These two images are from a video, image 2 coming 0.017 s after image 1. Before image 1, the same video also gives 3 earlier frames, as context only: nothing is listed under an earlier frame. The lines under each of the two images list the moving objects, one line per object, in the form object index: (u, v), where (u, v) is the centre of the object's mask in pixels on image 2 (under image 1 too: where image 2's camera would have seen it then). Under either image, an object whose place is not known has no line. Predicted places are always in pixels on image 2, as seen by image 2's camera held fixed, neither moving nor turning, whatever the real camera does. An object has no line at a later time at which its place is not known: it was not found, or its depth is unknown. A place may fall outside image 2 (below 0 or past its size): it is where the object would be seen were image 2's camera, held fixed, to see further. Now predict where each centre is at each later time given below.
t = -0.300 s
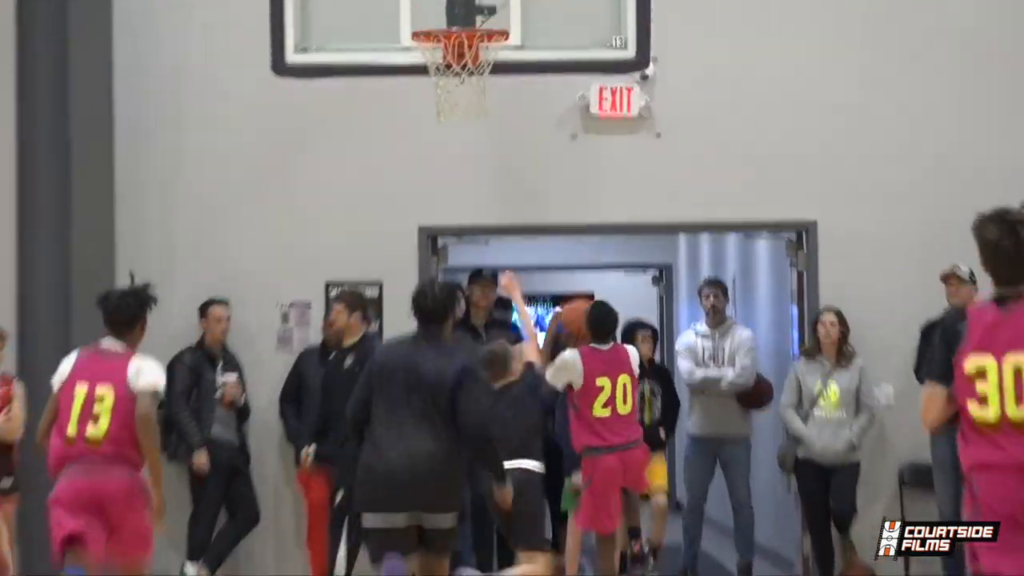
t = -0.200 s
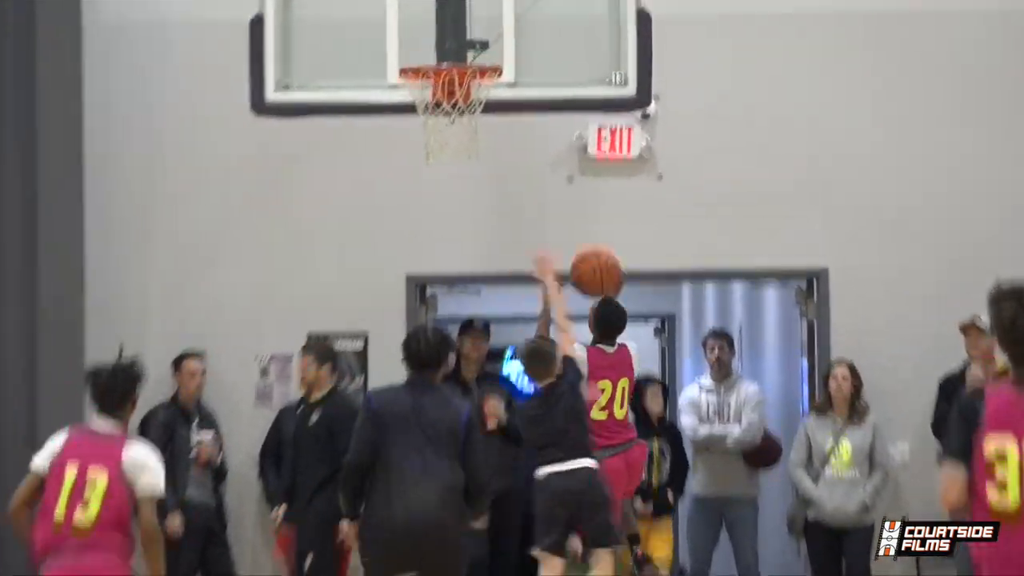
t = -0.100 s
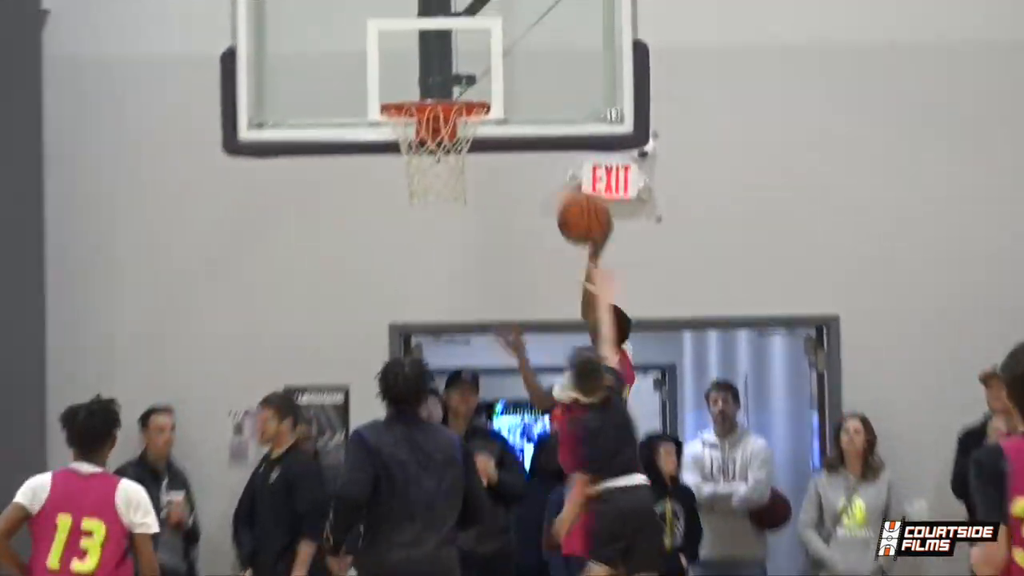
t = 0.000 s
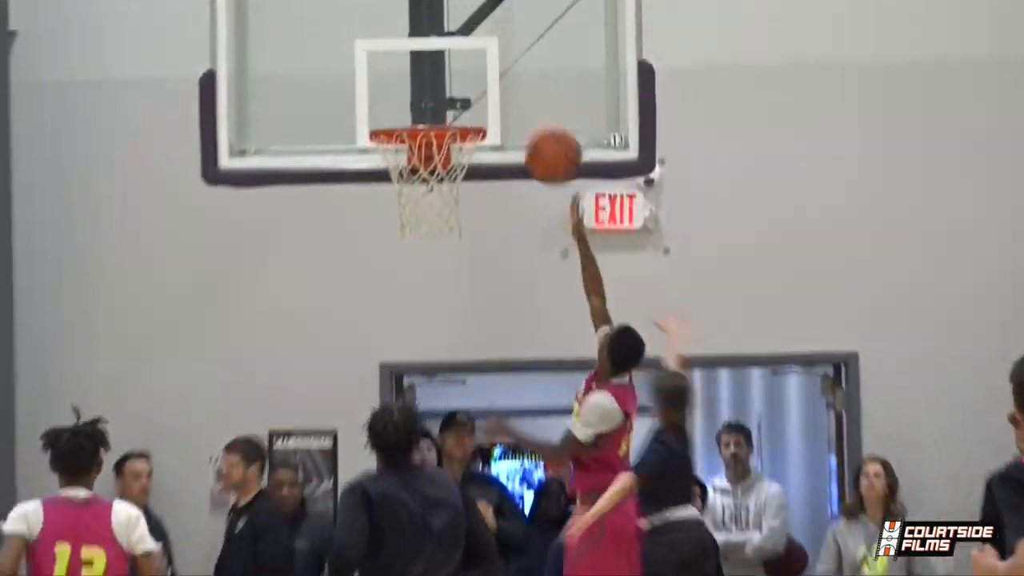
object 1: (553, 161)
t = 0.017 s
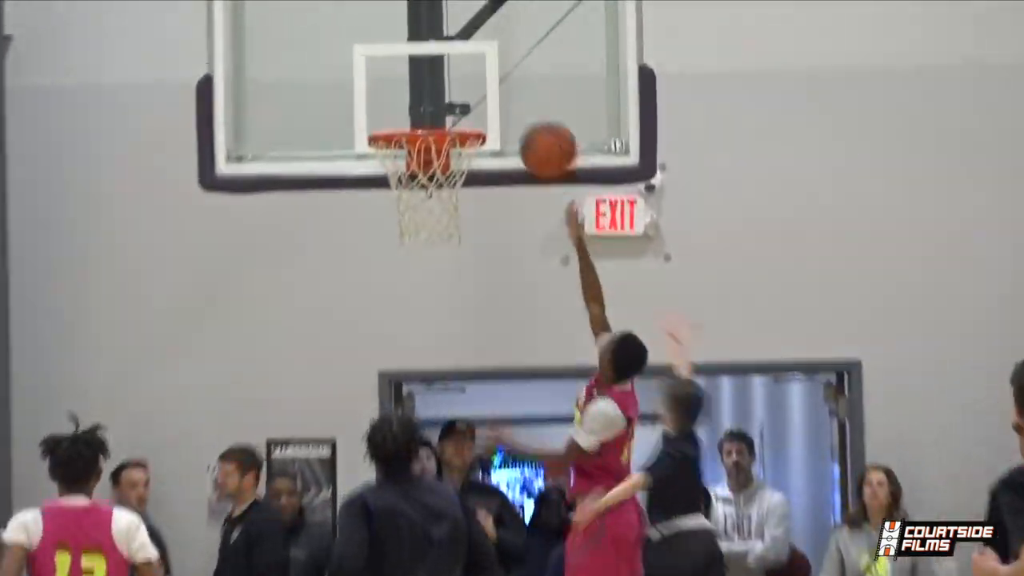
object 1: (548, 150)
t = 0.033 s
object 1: (542, 135)
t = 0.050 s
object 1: (537, 123)
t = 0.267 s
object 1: (485, 52)
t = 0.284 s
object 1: (481, 51)
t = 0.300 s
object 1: (478, 52)
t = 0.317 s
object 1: (475, 52)
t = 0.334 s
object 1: (471, 54)
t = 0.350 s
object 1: (468, 56)
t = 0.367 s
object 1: (464, 60)
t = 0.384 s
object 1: (461, 63)
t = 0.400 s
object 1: (458, 68)
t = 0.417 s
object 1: (454, 72)
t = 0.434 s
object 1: (451, 80)
